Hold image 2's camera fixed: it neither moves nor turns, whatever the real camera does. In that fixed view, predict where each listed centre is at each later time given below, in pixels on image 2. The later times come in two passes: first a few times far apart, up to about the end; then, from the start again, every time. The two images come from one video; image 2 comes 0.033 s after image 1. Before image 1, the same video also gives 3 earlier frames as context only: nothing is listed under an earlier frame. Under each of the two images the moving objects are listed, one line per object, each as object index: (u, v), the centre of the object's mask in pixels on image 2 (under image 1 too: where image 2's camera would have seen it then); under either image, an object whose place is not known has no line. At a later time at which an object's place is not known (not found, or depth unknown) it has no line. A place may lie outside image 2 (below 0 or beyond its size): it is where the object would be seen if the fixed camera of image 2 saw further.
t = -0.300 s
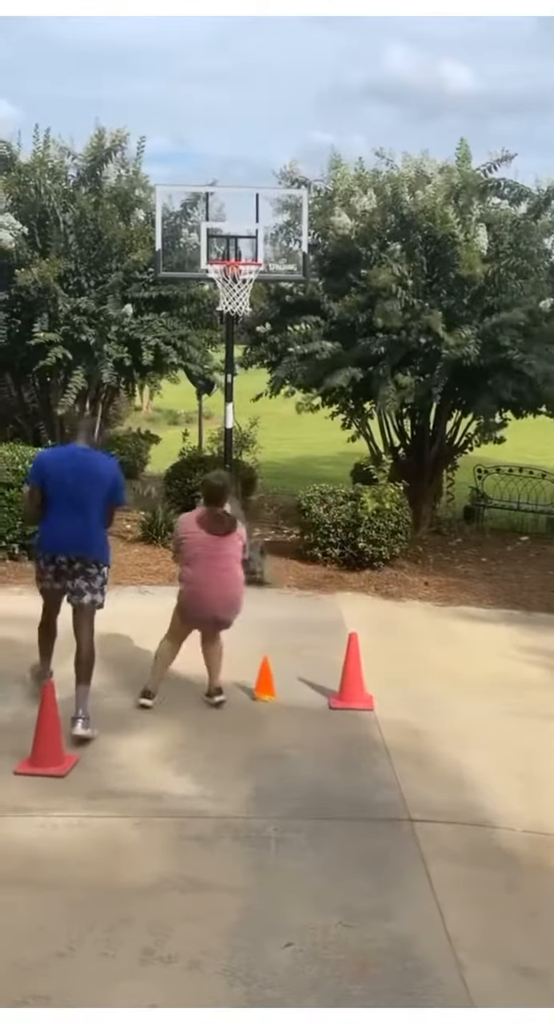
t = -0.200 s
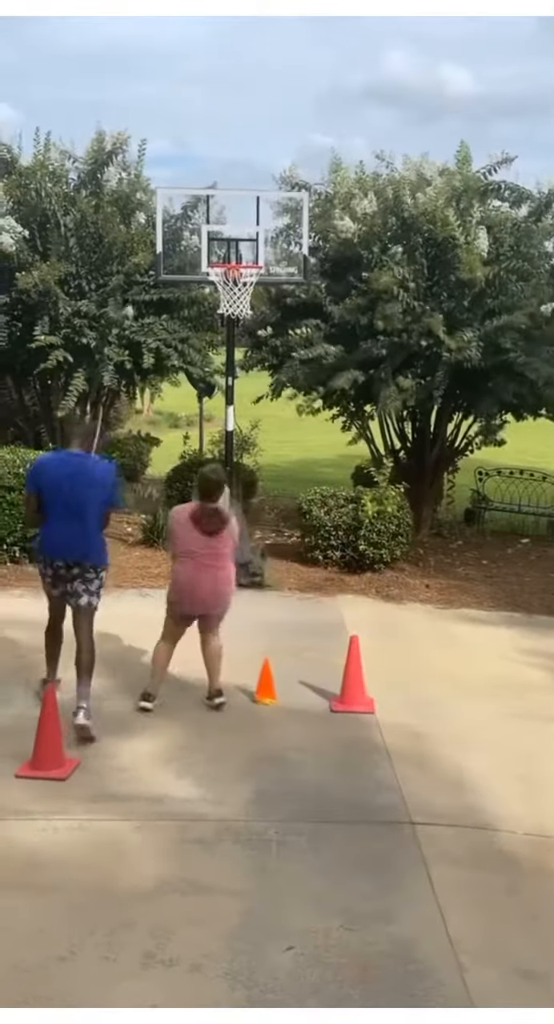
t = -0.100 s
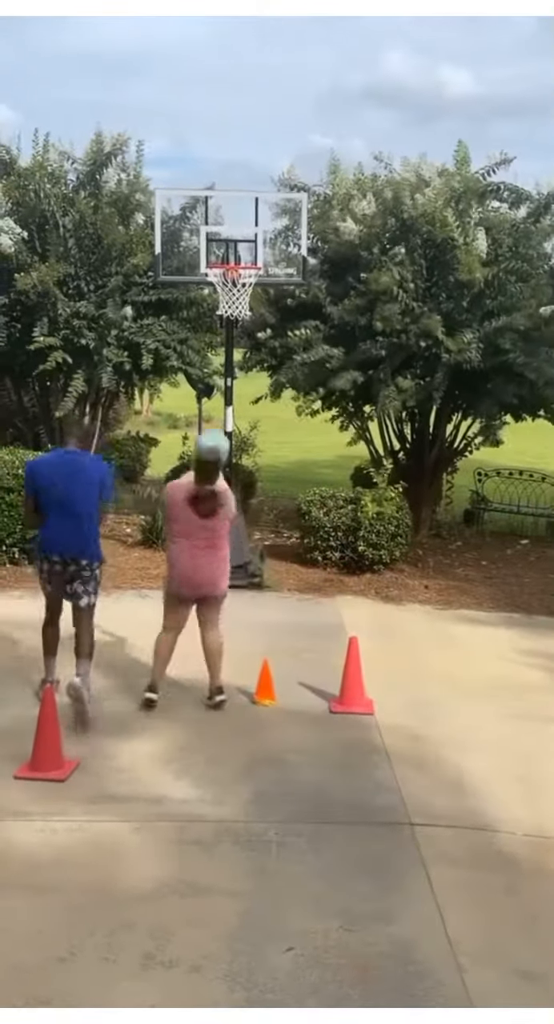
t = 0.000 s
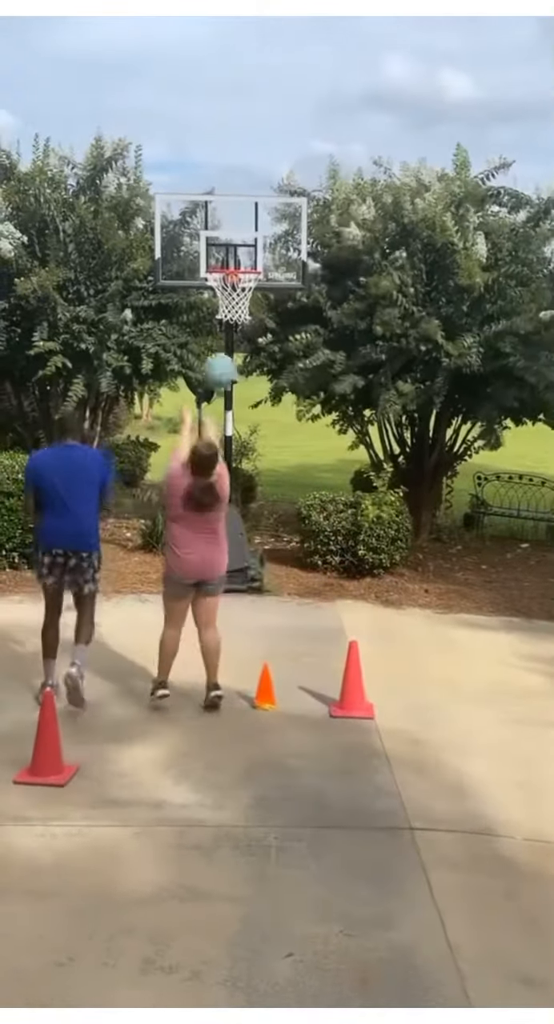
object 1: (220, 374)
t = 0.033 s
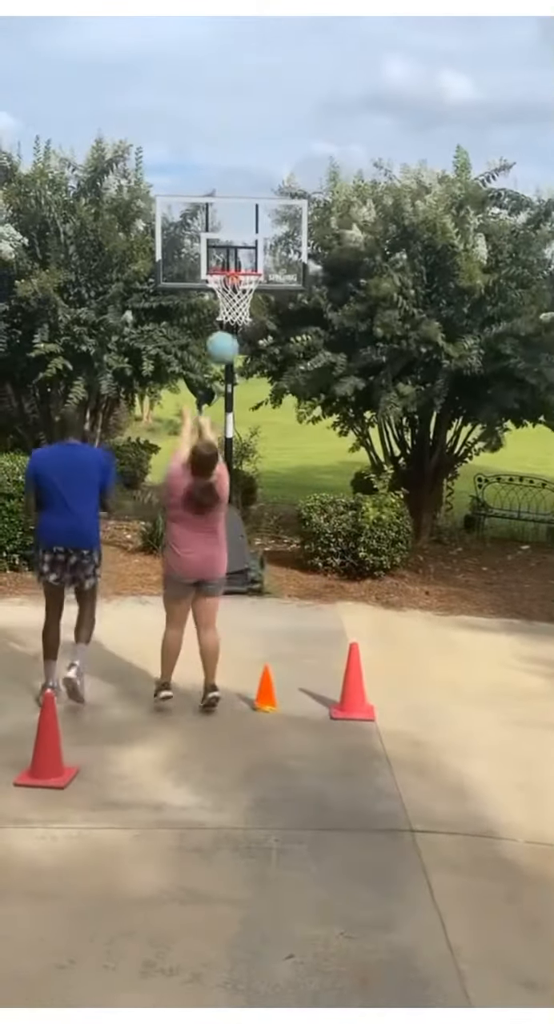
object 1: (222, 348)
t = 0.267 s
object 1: (232, 238)
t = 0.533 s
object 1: (243, 215)
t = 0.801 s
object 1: (248, 263)
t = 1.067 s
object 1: (220, 305)
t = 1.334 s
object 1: (247, 322)
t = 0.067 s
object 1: (223, 327)
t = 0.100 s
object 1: (226, 306)
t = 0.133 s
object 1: (226, 289)
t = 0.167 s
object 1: (229, 273)
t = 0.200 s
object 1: (231, 258)
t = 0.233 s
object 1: (233, 247)
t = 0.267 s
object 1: (232, 238)
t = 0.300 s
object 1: (234, 231)
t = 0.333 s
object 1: (237, 220)
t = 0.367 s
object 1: (237, 219)
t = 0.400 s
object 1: (239, 215)
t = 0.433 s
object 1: (239, 214)
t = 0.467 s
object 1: (241, 212)
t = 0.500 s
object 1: (242, 213)
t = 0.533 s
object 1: (243, 215)
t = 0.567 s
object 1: (245, 218)
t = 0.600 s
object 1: (245, 224)
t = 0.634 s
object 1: (246, 230)
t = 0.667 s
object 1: (248, 237)
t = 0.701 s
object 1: (250, 245)
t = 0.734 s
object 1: (250, 249)
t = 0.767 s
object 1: (252, 262)
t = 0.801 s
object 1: (248, 263)
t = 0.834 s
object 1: (242, 271)
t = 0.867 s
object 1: (233, 271)
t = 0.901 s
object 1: (228, 271)
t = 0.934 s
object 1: (223, 276)
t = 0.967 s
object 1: (221, 278)
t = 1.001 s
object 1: (223, 277)
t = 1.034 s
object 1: (224, 288)
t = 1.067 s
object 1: (220, 305)
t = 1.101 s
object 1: (226, 295)
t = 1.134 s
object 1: (223, 304)
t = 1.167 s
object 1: (244, 314)
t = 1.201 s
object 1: (245, 319)
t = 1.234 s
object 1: (245, 319)
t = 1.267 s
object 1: (247, 320)
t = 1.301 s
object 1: (248, 318)
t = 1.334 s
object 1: (247, 322)
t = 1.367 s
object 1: (246, 329)
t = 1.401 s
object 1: (246, 336)
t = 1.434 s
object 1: (247, 344)
